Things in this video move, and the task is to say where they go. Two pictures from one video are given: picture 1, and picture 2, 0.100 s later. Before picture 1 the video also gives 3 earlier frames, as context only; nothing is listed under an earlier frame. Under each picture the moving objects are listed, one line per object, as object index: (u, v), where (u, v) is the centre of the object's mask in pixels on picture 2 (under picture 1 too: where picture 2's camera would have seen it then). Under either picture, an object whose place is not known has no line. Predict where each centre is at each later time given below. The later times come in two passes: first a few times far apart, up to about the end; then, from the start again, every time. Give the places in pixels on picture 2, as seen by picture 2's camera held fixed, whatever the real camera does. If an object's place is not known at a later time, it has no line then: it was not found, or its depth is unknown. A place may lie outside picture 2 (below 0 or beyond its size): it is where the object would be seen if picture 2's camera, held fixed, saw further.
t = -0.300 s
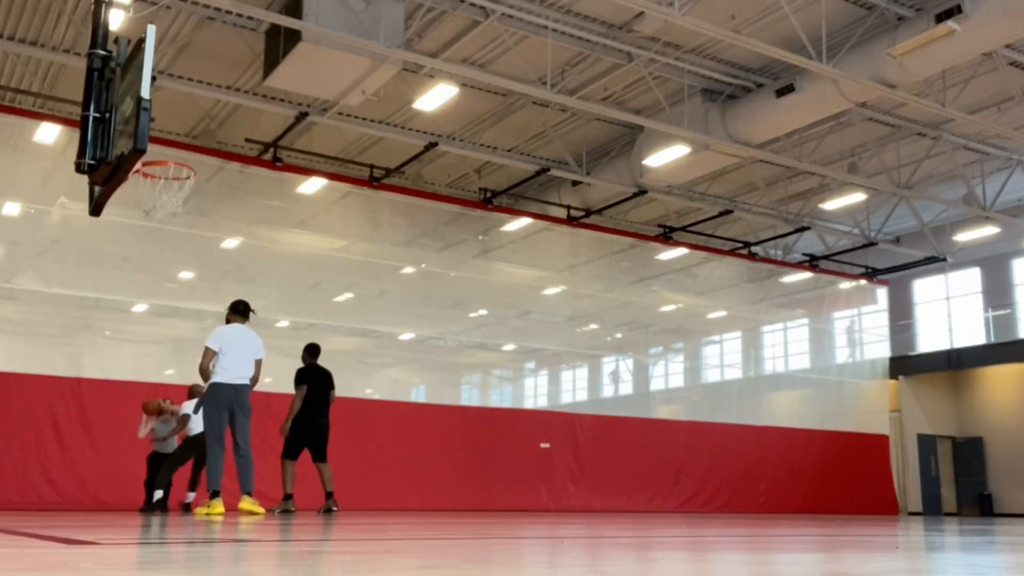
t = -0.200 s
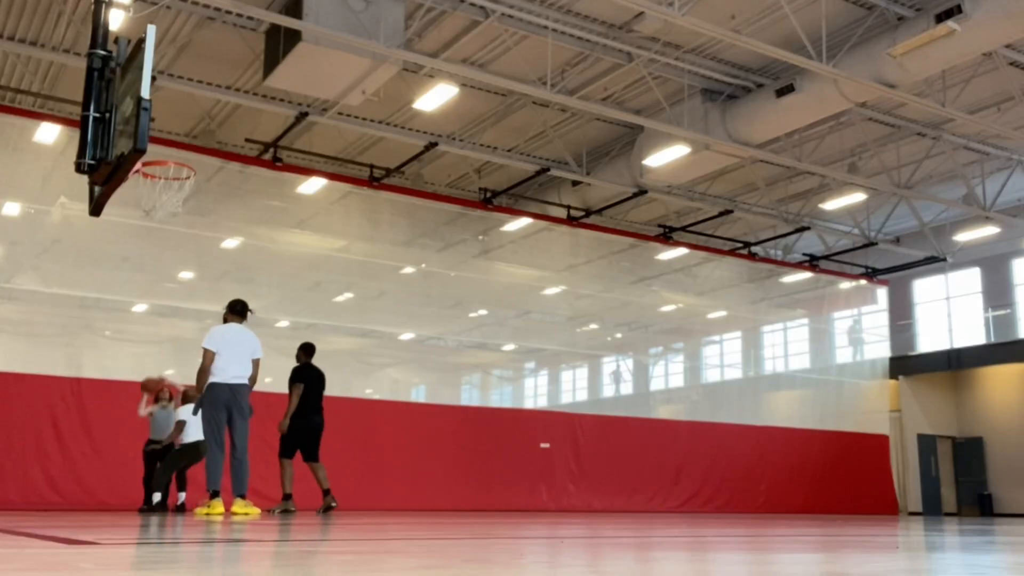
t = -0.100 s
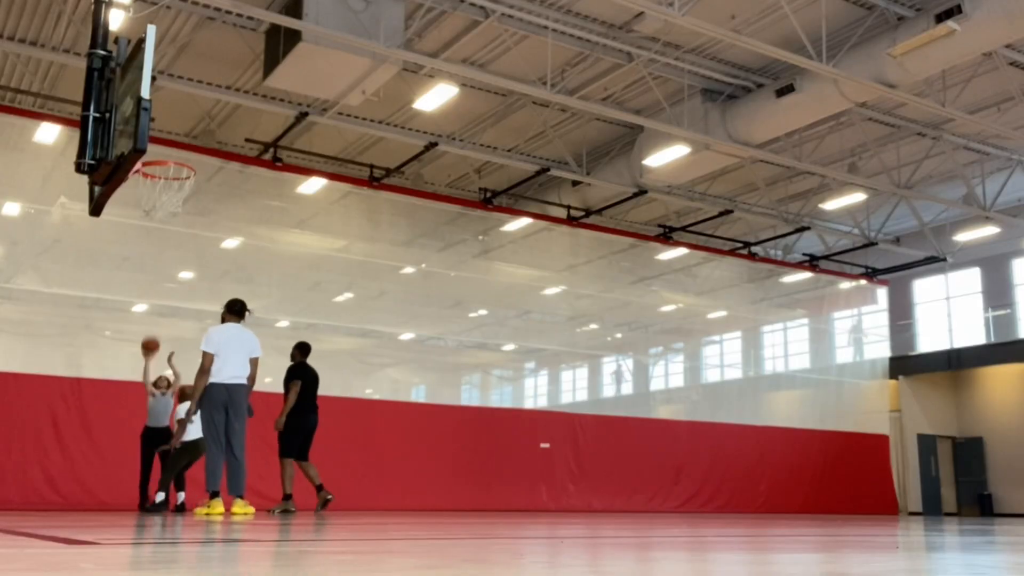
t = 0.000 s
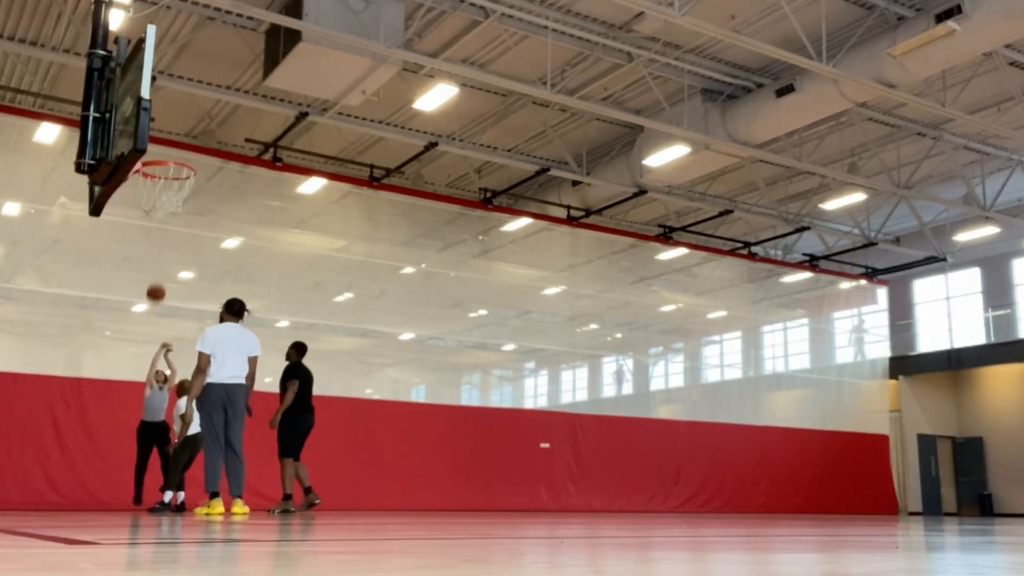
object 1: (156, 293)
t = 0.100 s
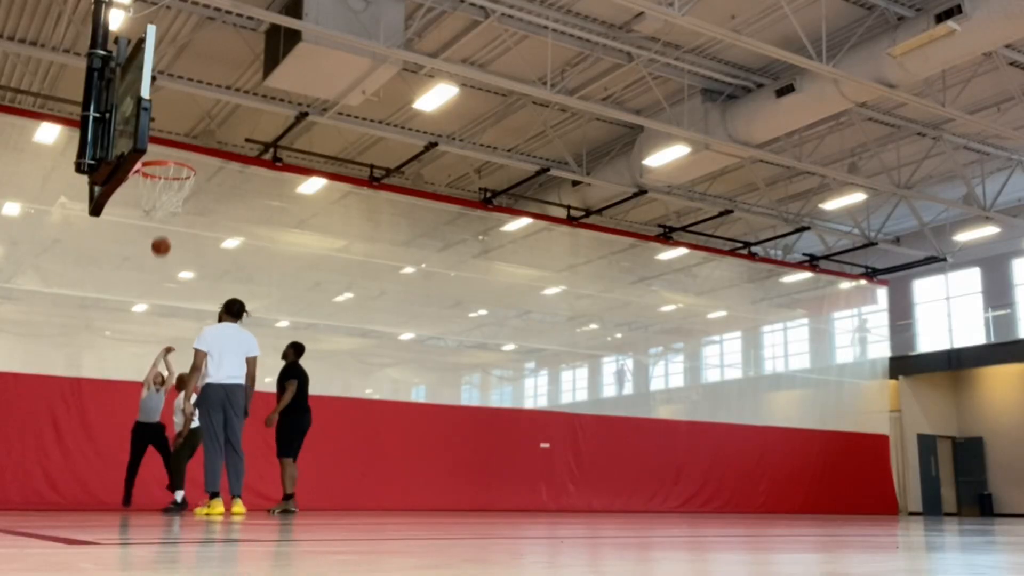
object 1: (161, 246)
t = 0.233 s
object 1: (166, 194)
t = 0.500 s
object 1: (176, 119)
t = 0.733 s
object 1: (179, 95)
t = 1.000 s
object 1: (178, 123)
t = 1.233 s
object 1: (170, 194)
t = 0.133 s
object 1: (163, 232)
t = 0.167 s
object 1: (165, 221)
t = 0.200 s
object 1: (166, 205)
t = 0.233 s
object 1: (166, 194)
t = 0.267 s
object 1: (167, 183)
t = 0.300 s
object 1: (170, 172)
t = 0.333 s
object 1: (172, 160)
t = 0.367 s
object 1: (172, 150)
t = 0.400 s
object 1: (173, 142)
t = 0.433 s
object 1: (174, 133)
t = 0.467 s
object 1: (175, 126)
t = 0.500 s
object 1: (176, 119)
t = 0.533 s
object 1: (176, 113)
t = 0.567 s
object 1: (177, 109)
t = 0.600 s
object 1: (178, 104)
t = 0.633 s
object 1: (178, 100)
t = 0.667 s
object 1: (179, 98)
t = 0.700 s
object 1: (179, 96)
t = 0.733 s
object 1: (179, 95)
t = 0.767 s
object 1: (179, 95)
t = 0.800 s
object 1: (179, 96)
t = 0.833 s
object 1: (179, 97)
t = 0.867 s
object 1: (179, 100)
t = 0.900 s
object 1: (179, 104)
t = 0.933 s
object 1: (179, 109)
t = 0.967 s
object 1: (179, 115)
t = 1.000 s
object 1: (178, 123)
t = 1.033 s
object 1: (178, 132)
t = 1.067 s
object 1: (178, 141)
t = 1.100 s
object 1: (177, 151)
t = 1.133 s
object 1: (175, 167)
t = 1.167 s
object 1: (175, 179)
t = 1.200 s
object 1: (173, 190)
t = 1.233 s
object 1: (170, 194)
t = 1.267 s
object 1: (170, 193)
